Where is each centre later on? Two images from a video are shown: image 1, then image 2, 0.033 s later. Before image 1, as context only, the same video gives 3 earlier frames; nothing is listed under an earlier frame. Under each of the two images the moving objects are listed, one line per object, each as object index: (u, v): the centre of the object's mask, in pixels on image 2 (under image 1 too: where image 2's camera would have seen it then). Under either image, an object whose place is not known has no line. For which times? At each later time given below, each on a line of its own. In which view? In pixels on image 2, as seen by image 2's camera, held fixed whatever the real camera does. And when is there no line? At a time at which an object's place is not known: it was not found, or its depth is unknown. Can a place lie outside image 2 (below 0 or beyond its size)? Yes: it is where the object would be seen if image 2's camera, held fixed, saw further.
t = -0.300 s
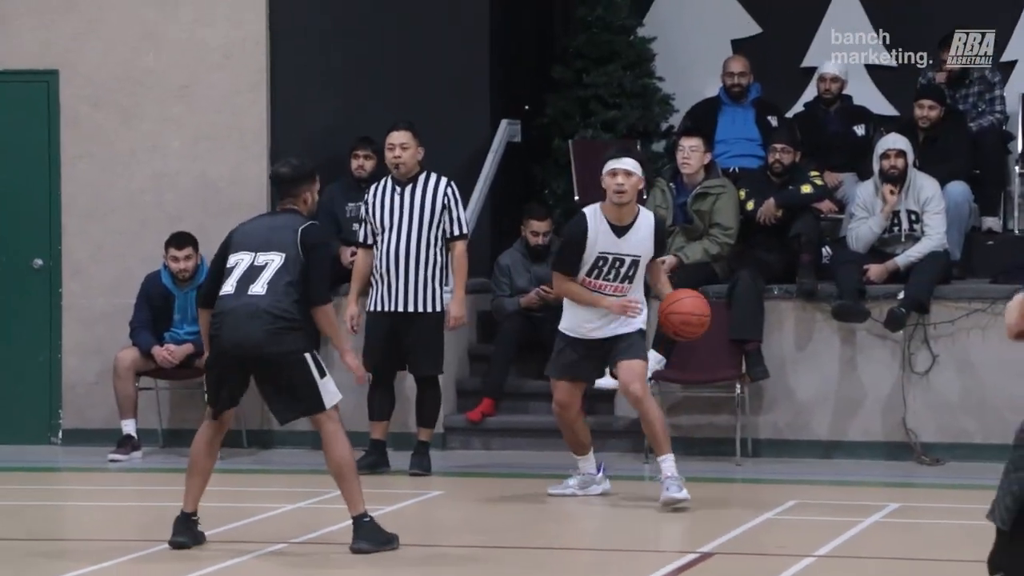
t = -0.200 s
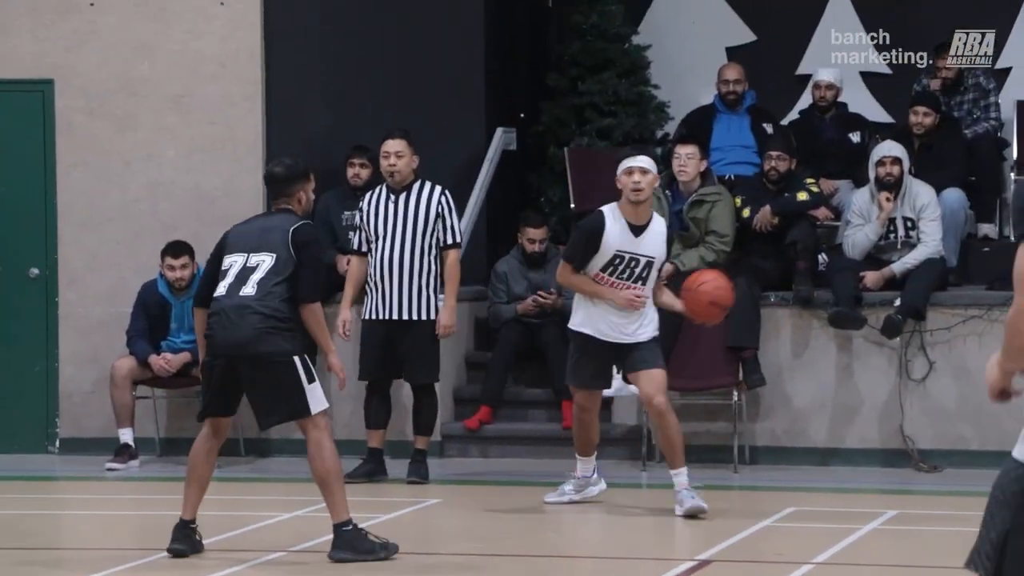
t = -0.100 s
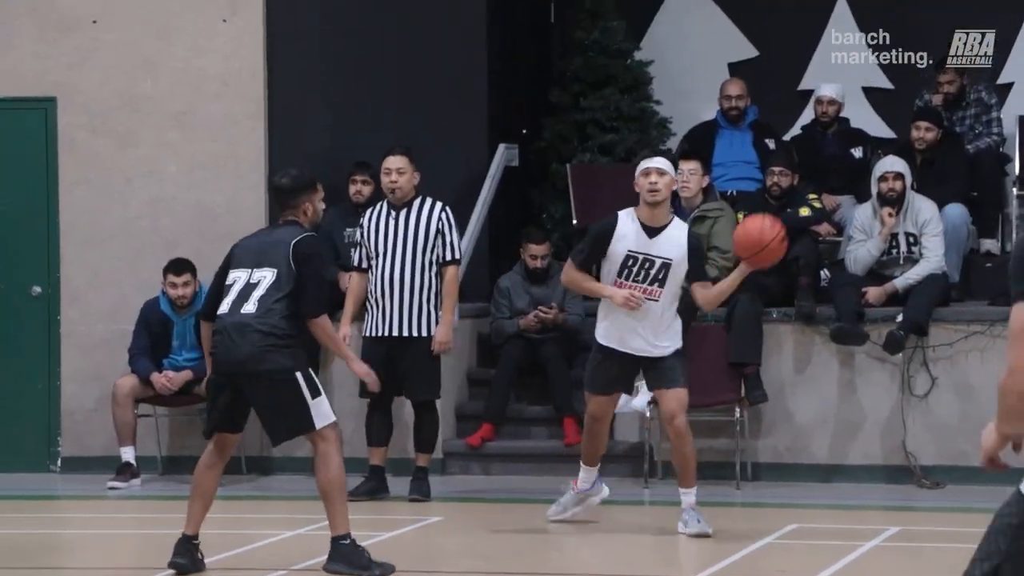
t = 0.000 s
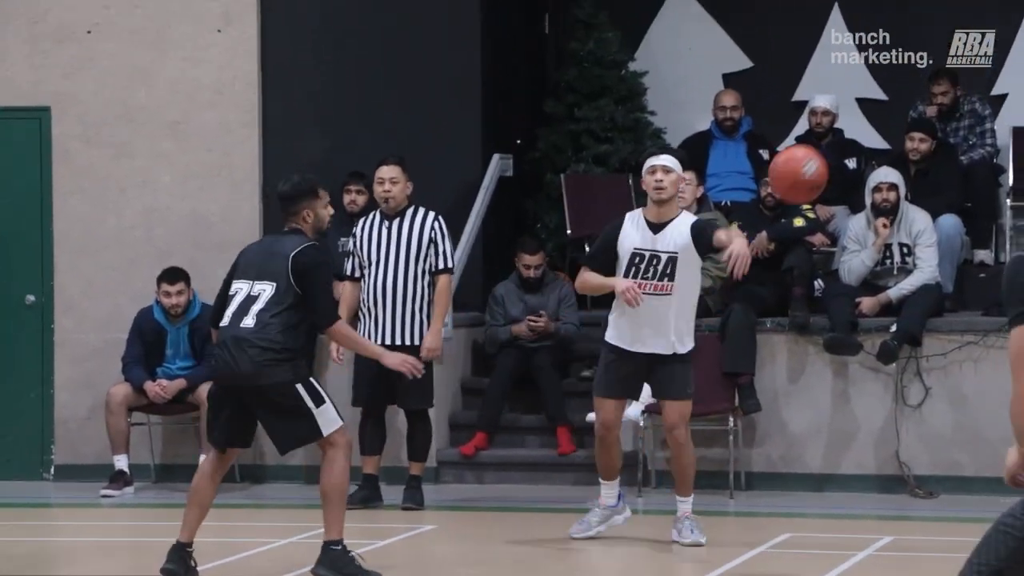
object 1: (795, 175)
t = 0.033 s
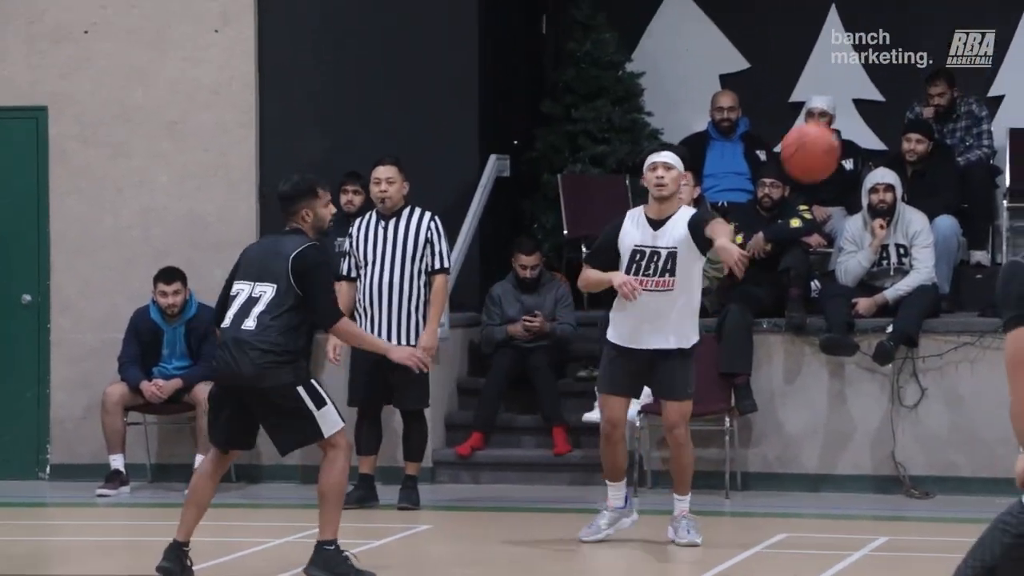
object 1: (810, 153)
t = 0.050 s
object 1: (818, 141)
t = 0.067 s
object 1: (827, 130)
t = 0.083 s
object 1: (836, 120)
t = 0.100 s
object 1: (846, 109)
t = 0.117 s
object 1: (856, 99)
